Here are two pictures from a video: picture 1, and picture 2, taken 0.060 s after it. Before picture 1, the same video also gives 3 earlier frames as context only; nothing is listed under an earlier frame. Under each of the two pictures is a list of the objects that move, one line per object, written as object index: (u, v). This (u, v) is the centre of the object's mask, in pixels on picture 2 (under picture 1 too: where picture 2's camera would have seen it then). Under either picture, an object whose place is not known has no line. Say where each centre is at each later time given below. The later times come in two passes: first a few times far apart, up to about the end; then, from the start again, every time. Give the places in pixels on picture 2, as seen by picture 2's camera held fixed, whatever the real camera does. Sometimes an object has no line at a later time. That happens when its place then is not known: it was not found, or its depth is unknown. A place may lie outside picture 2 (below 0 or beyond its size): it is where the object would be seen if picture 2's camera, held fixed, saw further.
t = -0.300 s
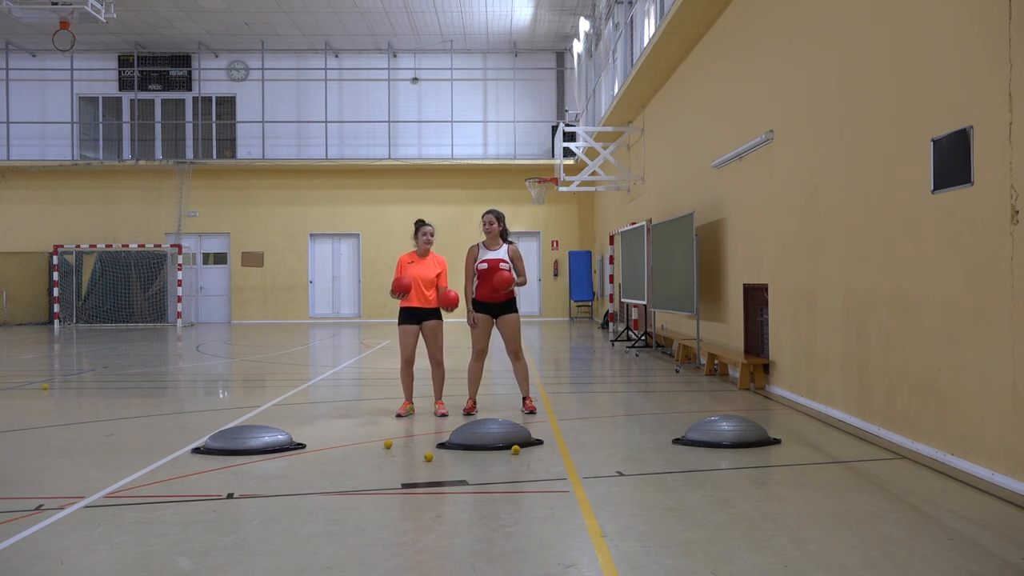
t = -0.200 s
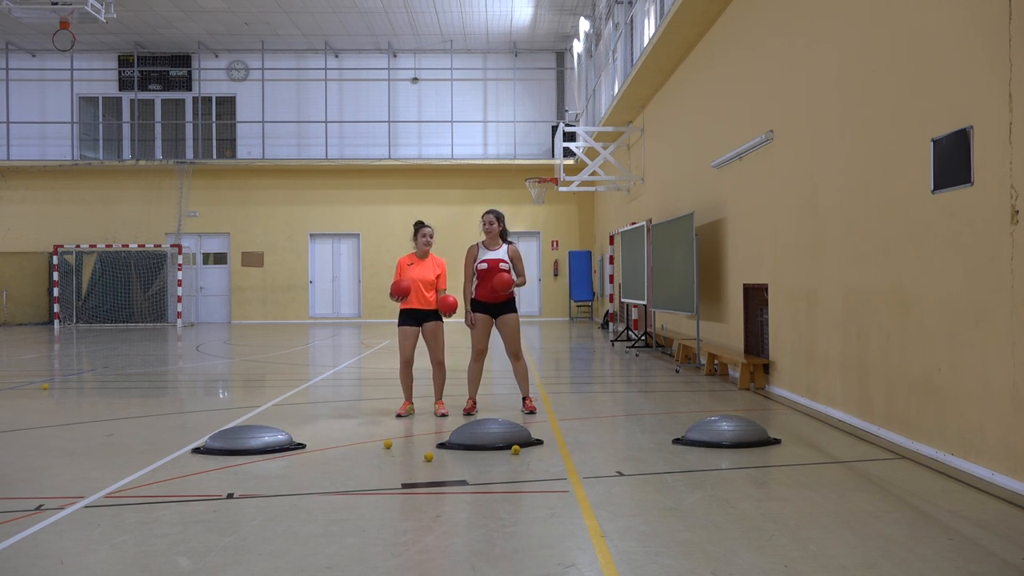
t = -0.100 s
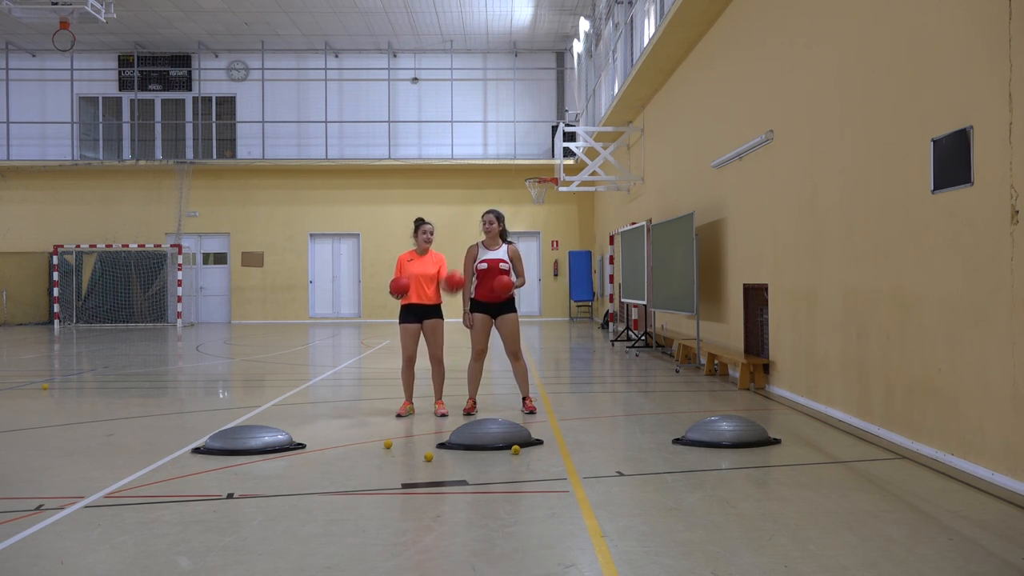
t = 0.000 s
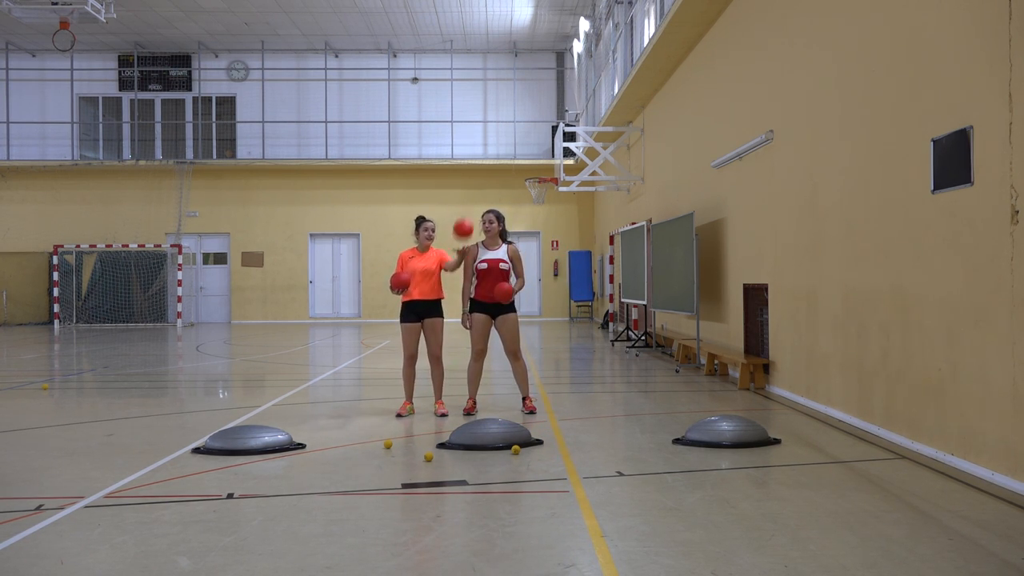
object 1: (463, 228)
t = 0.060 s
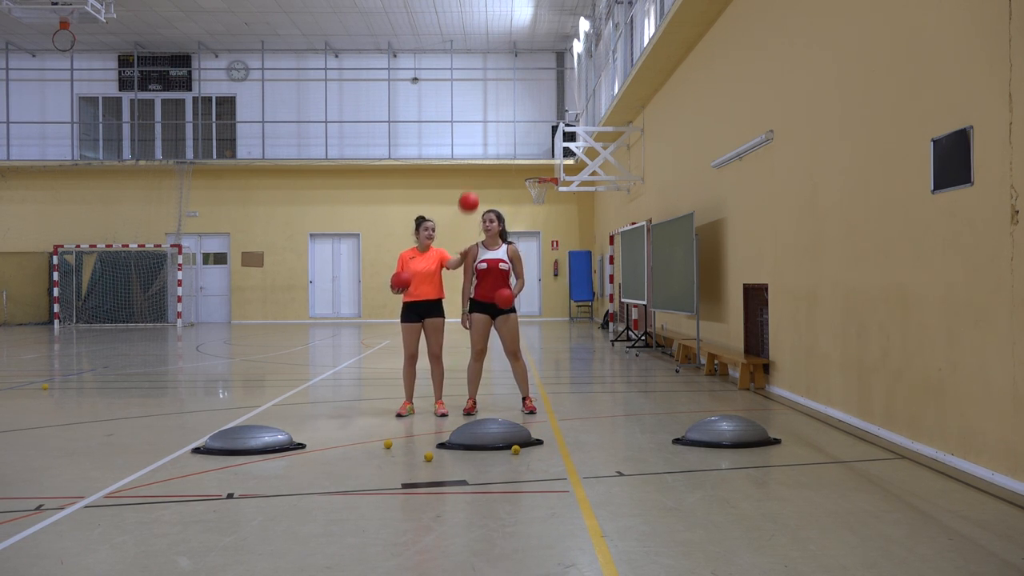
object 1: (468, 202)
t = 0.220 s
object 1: (482, 154)
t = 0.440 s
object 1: (502, 141)
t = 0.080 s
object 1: (470, 194)
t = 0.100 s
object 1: (472, 187)
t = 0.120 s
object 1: (474, 180)
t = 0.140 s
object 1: (476, 174)
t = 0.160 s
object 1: (477, 169)
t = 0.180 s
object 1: (478, 164)
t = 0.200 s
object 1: (481, 158)
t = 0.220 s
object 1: (482, 154)
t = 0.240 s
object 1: (484, 150)
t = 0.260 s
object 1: (486, 147)
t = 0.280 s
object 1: (487, 145)
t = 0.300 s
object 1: (489, 142)
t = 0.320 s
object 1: (491, 141)
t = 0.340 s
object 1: (493, 140)
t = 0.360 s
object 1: (494, 139)
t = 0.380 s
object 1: (496, 139)
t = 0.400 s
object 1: (498, 139)
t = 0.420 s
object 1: (500, 140)
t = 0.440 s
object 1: (502, 141)
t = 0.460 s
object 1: (503, 143)
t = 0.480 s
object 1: (505, 145)
